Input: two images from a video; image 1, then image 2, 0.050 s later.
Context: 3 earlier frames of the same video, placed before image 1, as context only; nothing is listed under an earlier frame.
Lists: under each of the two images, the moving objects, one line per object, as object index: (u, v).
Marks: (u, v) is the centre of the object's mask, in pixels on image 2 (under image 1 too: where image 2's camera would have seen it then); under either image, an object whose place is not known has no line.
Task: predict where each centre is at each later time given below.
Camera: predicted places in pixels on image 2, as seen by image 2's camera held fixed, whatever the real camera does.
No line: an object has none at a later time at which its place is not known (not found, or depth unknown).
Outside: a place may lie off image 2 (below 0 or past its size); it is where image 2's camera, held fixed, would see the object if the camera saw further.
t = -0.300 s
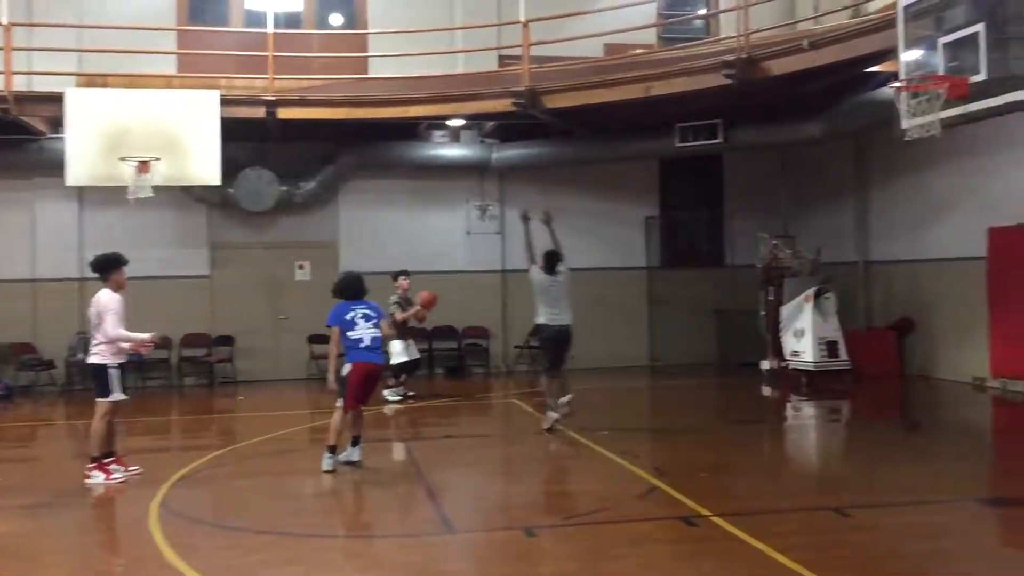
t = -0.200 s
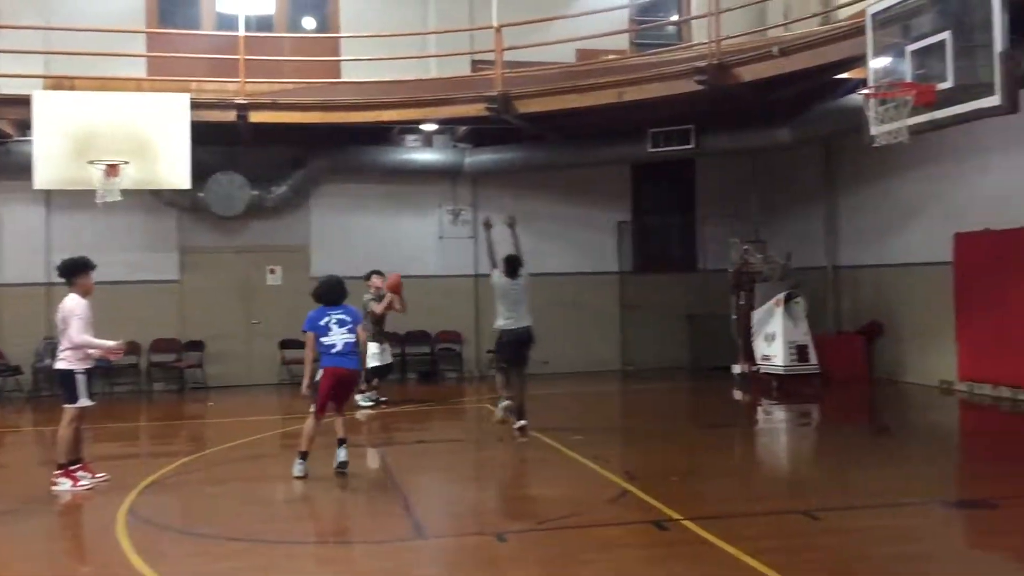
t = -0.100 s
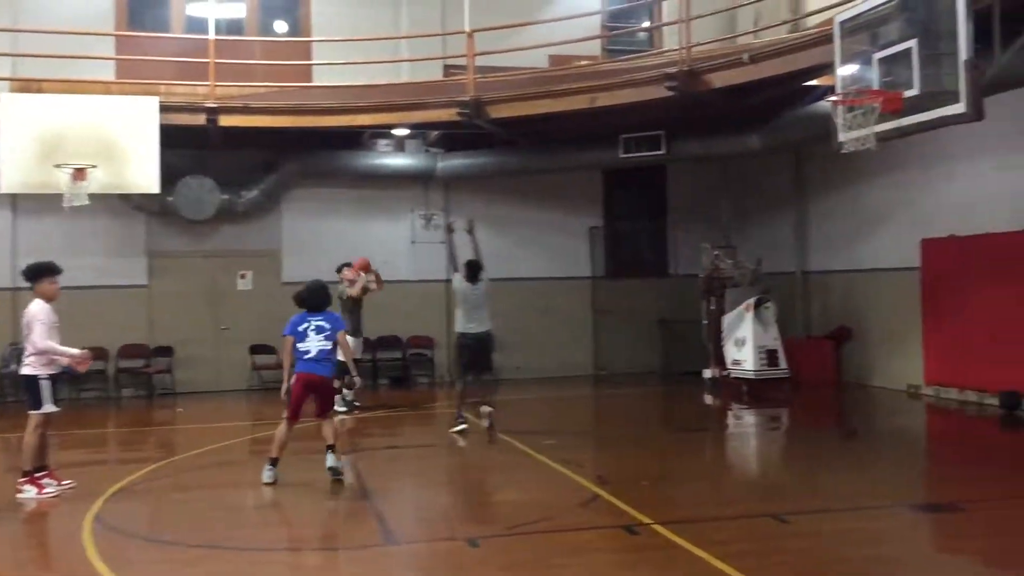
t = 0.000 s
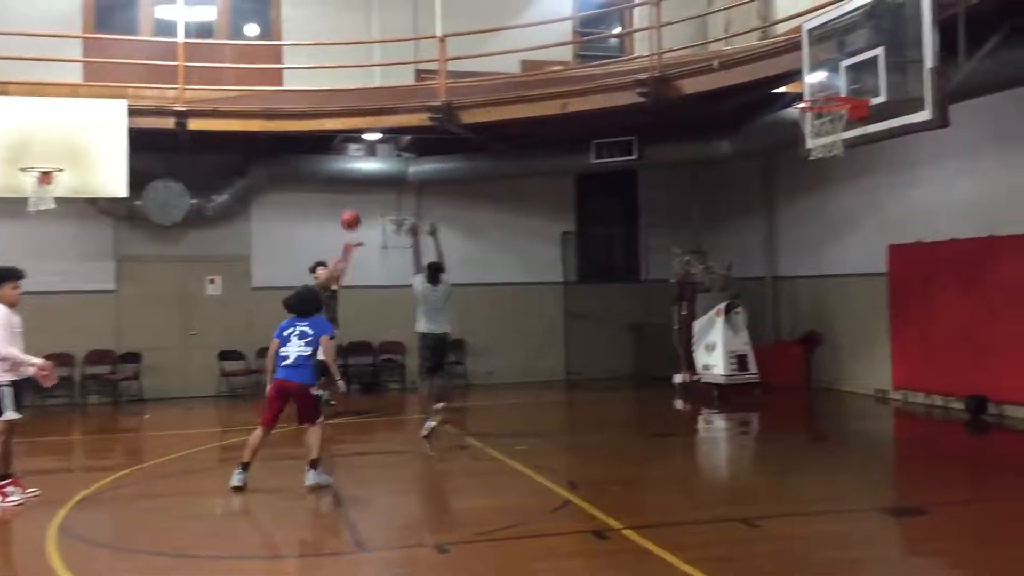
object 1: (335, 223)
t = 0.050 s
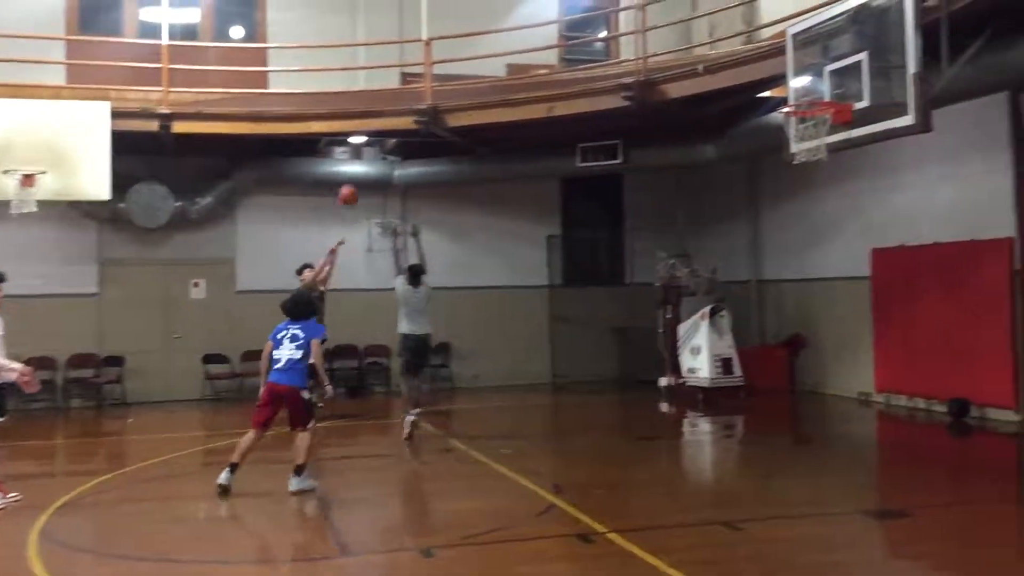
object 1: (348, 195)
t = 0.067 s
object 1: (353, 188)
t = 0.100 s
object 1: (362, 170)
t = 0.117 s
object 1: (366, 161)
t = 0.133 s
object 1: (371, 154)
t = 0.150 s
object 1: (376, 146)
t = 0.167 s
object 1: (380, 139)
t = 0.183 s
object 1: (384, 133)
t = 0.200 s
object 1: (389, 124)
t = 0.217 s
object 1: (394, 117)
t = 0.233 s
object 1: (398, 109)
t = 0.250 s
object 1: (403, 104)
